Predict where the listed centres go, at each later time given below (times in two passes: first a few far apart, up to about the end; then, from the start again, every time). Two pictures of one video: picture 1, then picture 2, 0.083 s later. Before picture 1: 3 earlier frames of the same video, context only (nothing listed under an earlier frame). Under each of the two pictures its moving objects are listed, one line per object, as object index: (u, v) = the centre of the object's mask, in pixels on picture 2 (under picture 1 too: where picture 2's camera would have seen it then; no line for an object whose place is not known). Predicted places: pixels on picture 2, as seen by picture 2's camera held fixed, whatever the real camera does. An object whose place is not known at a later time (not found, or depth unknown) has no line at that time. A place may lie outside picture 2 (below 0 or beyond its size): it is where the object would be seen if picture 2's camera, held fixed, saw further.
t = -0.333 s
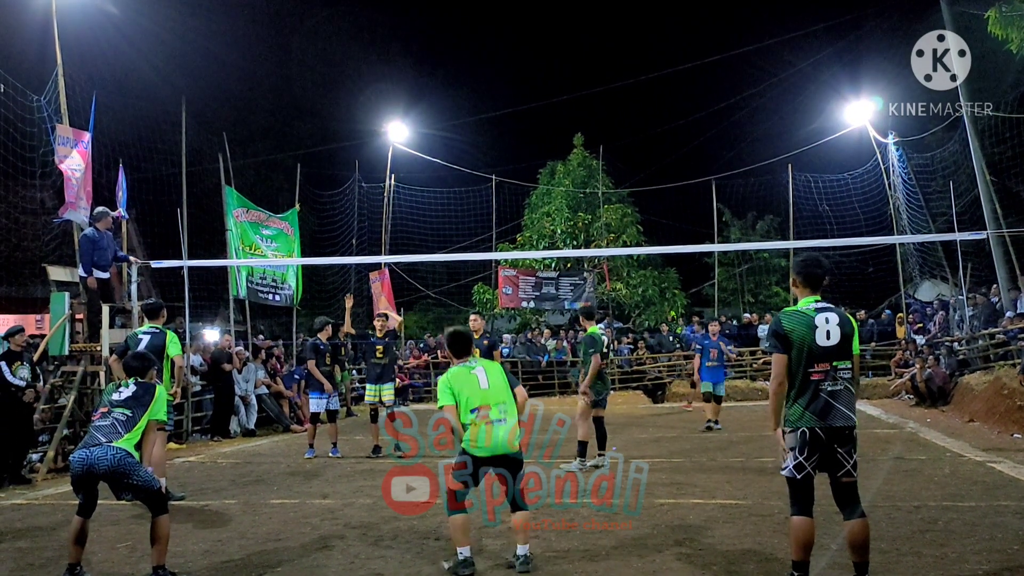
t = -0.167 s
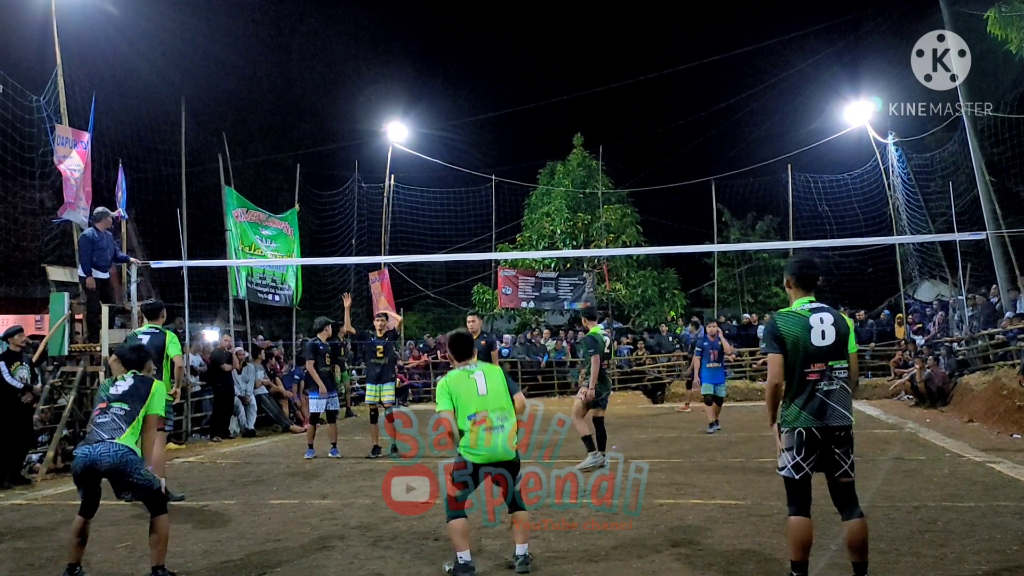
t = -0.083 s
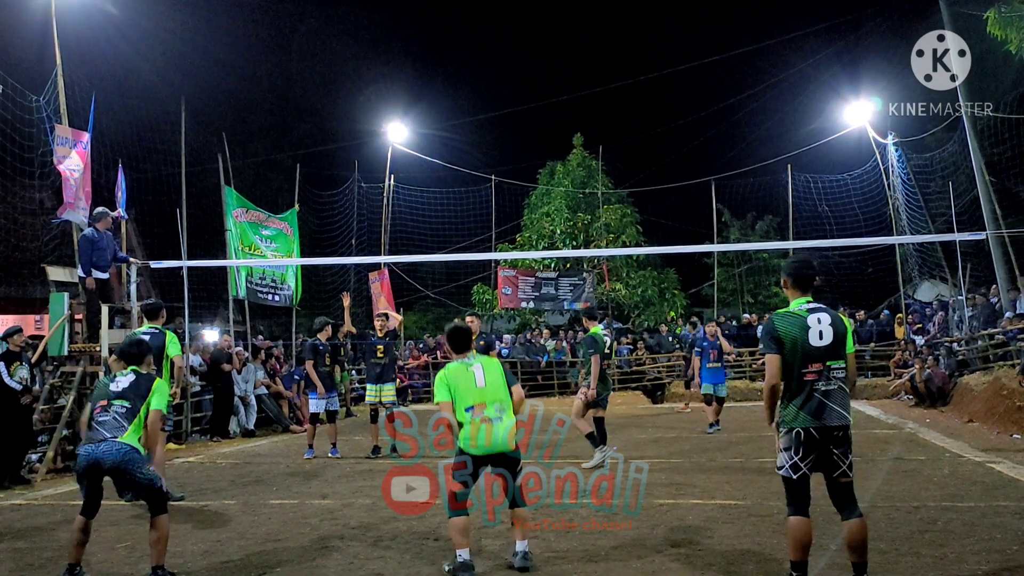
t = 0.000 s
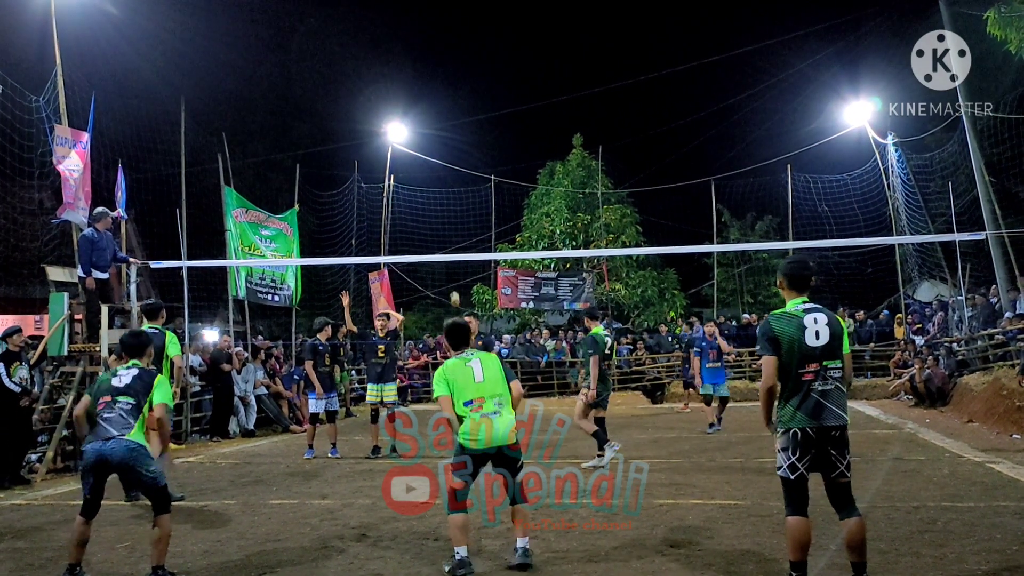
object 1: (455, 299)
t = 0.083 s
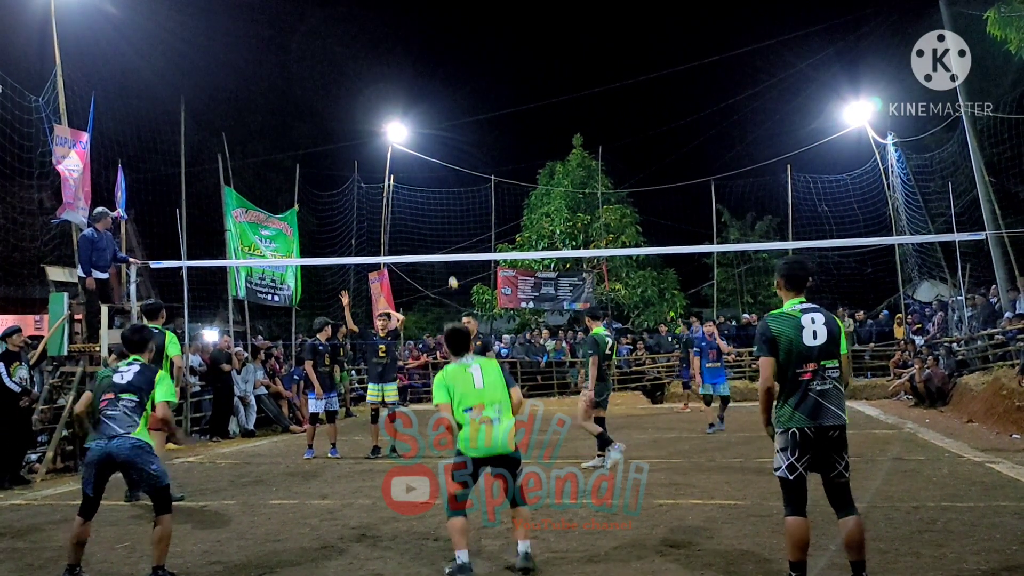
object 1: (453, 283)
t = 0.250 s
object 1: (448, 250)
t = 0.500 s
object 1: (441, 227)
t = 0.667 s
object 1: (437, 227)
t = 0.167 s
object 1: (450, 265)
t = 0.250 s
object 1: (448, 250)
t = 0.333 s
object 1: (445, 239)
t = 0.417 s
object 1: (443, 233)
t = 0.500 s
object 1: (441, 227)
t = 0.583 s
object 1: (439, 226)
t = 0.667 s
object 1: (437, 227)
